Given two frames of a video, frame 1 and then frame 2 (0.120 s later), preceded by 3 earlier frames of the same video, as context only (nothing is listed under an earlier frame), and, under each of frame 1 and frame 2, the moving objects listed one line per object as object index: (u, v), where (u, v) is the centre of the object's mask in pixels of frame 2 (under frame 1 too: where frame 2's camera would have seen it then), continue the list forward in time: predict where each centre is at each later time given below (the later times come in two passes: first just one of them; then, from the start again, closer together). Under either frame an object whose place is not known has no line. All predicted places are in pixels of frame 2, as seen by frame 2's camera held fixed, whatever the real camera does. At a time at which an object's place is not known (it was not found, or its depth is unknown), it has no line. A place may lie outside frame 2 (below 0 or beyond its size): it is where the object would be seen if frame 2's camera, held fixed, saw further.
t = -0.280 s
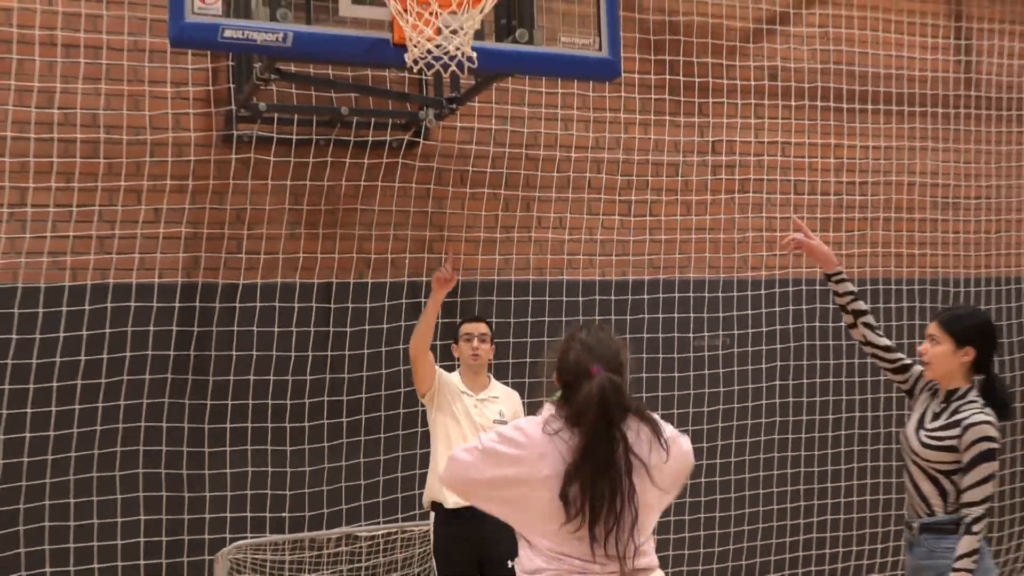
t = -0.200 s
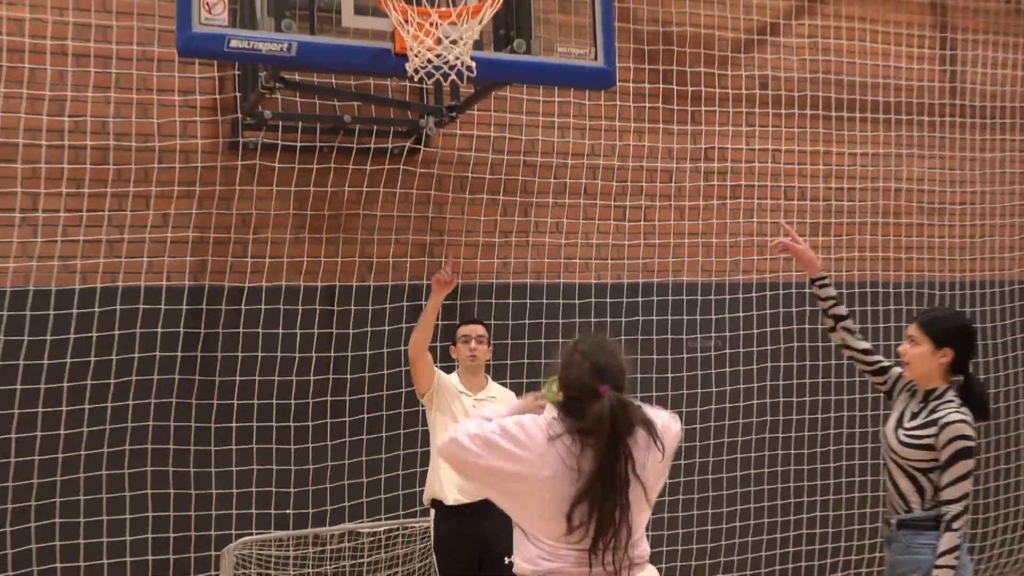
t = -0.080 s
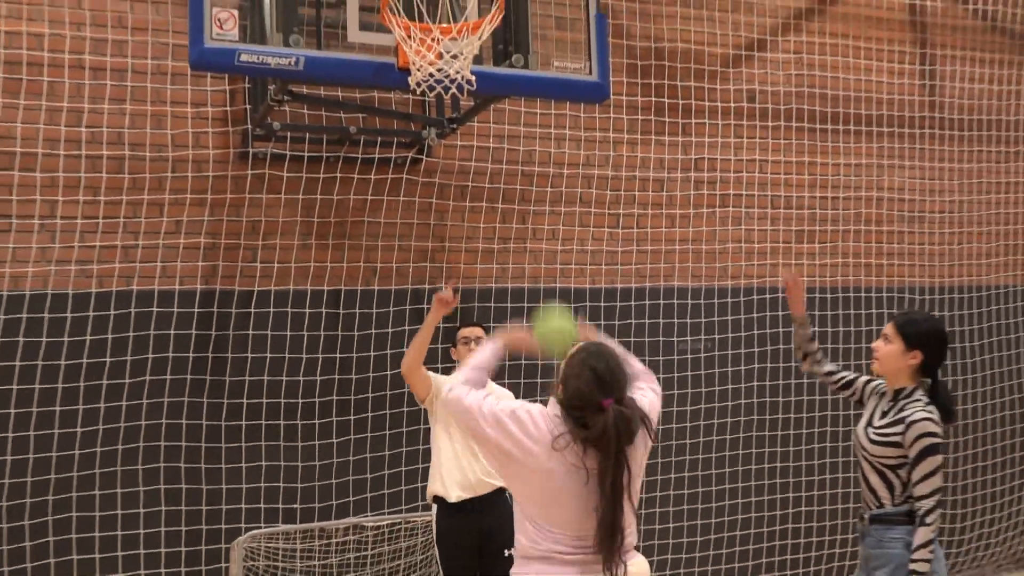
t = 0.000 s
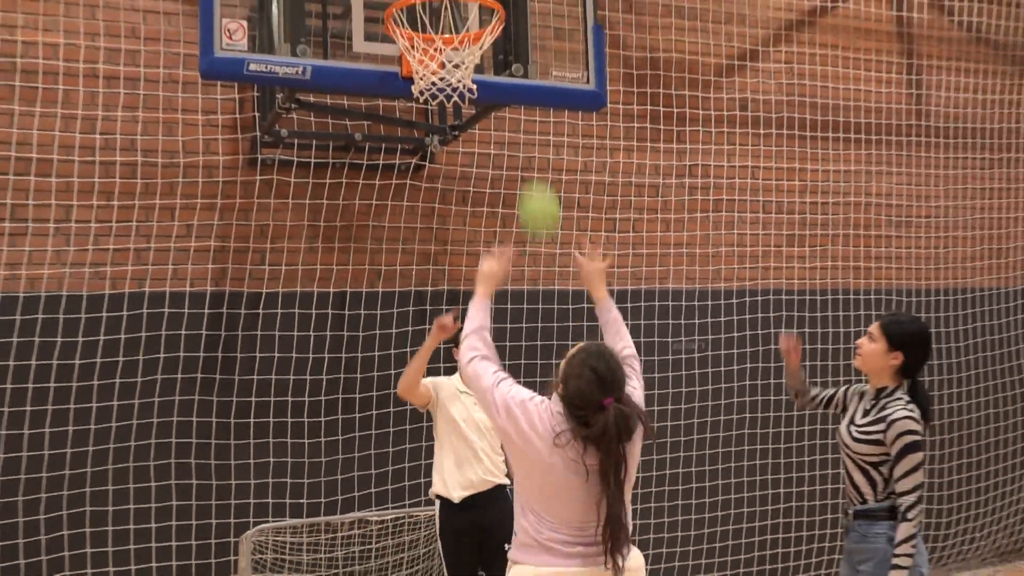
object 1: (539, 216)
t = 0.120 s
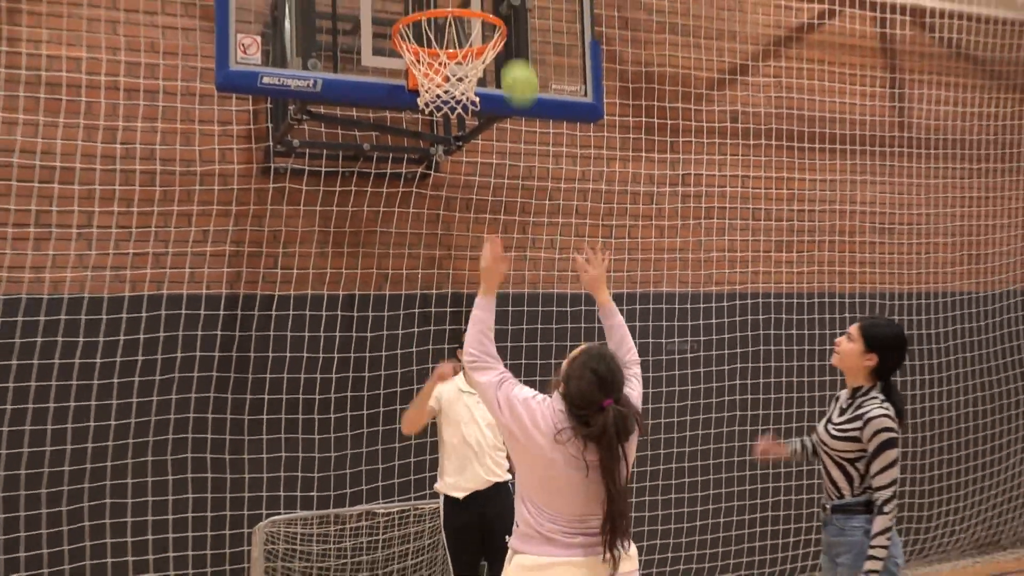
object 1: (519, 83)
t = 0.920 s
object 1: (547, 83)
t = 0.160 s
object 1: (515, 51)
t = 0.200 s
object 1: (510, 22)
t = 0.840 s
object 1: (527, 35)
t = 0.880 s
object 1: (537, 58)
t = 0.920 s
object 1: (547, 83)
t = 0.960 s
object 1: (559, 114)
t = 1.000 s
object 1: (568, 149)
